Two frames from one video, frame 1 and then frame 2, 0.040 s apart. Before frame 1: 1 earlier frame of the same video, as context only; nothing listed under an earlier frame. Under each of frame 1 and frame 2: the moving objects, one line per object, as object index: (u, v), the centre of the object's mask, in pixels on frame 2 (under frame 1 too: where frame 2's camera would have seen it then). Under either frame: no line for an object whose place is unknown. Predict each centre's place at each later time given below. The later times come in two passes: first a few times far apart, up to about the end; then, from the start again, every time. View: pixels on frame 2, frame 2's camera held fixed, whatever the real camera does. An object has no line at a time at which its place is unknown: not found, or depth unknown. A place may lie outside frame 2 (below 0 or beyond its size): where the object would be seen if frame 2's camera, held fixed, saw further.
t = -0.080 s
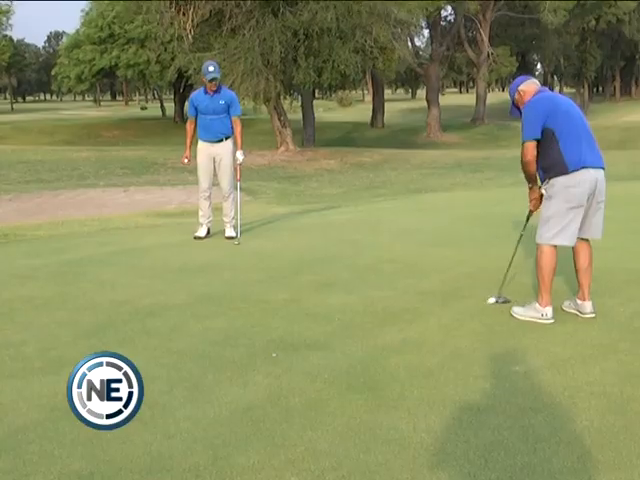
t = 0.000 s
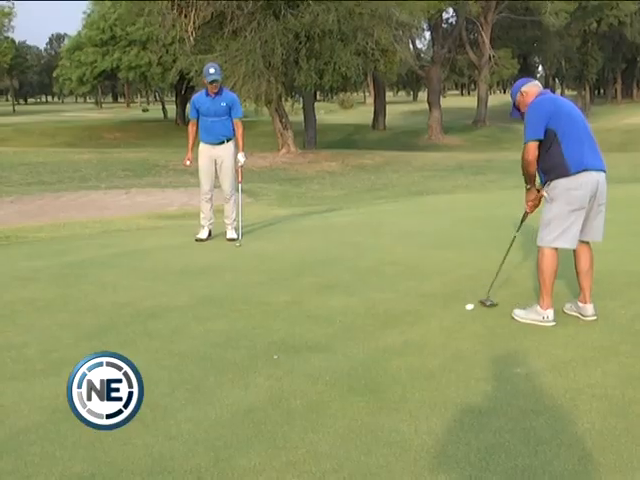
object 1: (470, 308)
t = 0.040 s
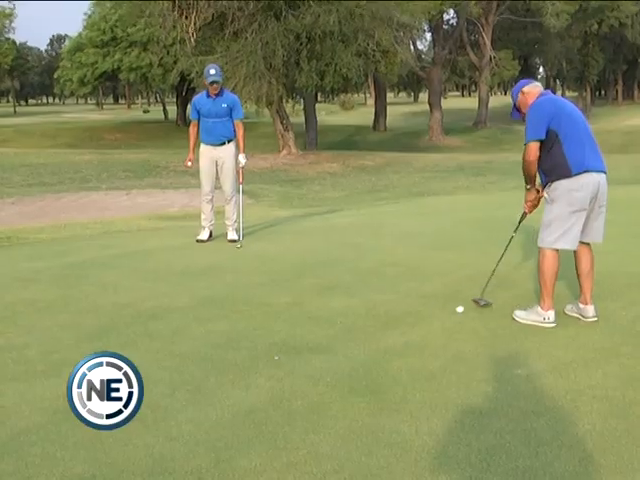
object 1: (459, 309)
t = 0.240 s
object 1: (412, 317)
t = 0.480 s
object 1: (359, 325)
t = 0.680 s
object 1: (315, 333)
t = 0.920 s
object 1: (266, 341)
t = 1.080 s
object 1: (234, 346)
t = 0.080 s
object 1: (449, 311)
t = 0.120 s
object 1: (440, 312)
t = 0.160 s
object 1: (430, 314)
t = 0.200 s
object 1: (421, 315)
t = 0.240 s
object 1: (412, 317)
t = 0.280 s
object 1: (403, 318)
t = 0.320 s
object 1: (394, 320)
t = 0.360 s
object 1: (385, 321)
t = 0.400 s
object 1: (376, 322)
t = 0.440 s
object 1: (367, 324)
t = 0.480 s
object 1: (359, 325)
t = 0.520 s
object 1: (350, 327)
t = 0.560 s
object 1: (341, 328)
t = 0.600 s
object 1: (332, 329)
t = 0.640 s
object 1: (324, 331)
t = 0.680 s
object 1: (315, 333)
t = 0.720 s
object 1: (307, 334)
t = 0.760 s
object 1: (298, 336)
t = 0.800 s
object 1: (290, 337)
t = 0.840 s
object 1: (282, 338)
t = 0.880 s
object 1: (274, 340)
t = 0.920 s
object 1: (266, 341)
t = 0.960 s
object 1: (257, 342)
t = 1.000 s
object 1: (249, 344)
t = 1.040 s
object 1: (241, 345)
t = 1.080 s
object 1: (234, 346)
